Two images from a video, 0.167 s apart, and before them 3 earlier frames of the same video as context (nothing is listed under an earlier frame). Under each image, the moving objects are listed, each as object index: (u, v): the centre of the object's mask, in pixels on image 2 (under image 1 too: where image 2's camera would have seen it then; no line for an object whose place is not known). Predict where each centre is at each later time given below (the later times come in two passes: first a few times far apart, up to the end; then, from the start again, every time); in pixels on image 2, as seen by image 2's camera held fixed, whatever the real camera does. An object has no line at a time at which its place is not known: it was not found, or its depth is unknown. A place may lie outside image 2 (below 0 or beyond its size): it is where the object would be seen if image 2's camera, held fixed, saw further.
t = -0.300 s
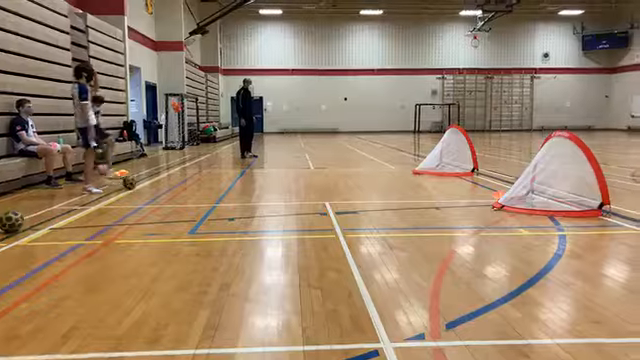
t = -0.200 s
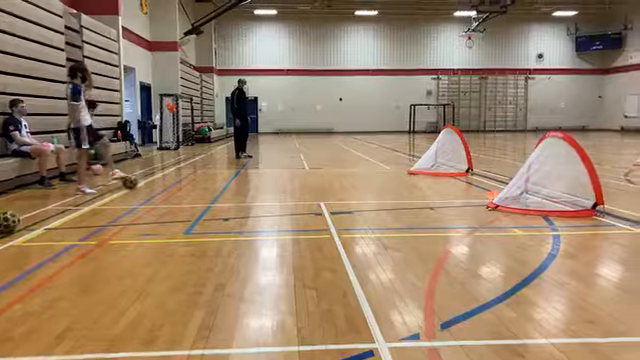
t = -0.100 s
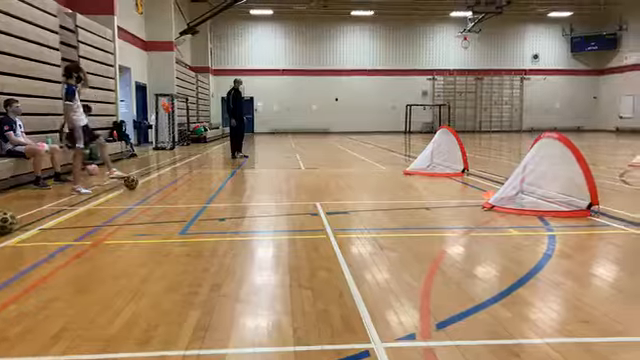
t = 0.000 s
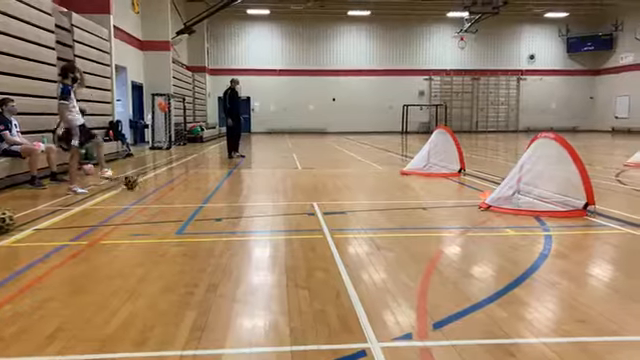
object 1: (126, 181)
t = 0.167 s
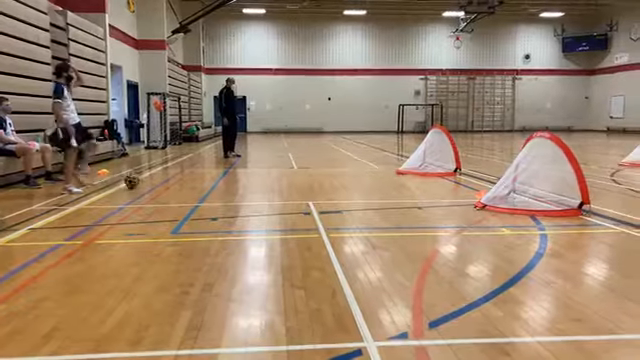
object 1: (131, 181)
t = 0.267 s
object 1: (135, 181)
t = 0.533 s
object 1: (144, 180)
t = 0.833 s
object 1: (153, 180)
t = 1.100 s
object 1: (161, 179)
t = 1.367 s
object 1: (168, 180)
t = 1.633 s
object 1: (176, 180)
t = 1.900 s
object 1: (183, 180)
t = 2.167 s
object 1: (189, 180)
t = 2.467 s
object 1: (196, 180)
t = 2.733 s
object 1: (201, 180)
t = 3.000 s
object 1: (206, 179)
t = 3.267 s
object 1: (210, 179)
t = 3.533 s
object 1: (214, 180)
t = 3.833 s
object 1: (218, 180)
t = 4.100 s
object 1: (222, 180)
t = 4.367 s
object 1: (227, 180)
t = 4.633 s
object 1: (231, 180)
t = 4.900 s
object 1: (233, 180)
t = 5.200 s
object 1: (235, 181)
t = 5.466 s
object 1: (238, 181)
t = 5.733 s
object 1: (240, 181)
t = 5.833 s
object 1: (241, 181)
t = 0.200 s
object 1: (132, 181)
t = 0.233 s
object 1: (133, 181)
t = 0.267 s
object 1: (135, 181)
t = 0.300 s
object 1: (136, 181)
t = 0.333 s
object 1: (137, 181)
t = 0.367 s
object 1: (138, 181)
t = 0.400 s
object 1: (139, 181)
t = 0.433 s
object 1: (140, 181)
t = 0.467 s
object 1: (141, 181)
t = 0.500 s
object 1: (142, 180)
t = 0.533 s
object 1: (144, 180)
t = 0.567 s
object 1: (145, 180)
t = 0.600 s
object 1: (146, 181)
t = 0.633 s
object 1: (147, 181)
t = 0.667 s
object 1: (148, 180)
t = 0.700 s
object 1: (149, 180)
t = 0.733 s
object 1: (151, 180)
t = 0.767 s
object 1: (151, 181)
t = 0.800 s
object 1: (152, 180)
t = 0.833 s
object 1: (153, 180)
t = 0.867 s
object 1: (154, 180)
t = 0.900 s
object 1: (155, 180)
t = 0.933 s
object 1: (155, 180)
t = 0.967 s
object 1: (156, 180)
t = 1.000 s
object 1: (158, 181)
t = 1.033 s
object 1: (159, 180)
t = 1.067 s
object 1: (160, 179)
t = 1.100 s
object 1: (161, 179)
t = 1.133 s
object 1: (162, 179)
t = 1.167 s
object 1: (163, 180)
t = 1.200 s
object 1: (164, 180)
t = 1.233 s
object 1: (164, 180)
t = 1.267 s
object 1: (165, 180)
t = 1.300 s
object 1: (166, 180)
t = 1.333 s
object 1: (167, 179)
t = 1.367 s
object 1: (168, 180)
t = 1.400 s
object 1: (169, 180)
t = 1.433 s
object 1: (169, 179)
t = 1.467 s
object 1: (171, 180)
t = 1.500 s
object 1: (171, 180)
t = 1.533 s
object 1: (173, 180)
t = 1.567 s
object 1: (173, 180)
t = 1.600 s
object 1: (175, 179)
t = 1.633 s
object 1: (176, 180)
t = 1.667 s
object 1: (176, 180)
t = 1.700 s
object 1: (177, 180)
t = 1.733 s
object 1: (178, 181)
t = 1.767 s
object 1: (178, 180)
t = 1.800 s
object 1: (180, 180)
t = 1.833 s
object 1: (181, 180)
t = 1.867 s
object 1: (181, 180)
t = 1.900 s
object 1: (183, 180)
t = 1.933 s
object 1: (183, 180)
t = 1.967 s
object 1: (185, 180)
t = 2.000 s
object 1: (185, 180)
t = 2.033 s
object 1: (186, 180)
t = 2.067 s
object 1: (187, 180)
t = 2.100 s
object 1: (187, 180)
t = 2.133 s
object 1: (189, 180)
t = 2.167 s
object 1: (189, 180)
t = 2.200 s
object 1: (190, 179)
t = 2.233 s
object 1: (190, 179)
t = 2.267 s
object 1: (191, 179)
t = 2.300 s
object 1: (192, 180)
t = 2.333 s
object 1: (192, 180)
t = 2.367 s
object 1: (194, 180)
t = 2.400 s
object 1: (194, 180)
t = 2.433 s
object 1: (196, 180)
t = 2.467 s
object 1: (196, 180)
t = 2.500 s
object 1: (196, 180)
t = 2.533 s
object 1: (197, 180)
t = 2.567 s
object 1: (198, 180)
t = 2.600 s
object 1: (198, 180)
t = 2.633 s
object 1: (199, 180)
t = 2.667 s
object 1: (199, 180)
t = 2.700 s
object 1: (200, 180)
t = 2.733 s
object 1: (201, 180)
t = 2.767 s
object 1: (201, 180)
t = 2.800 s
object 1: (203, 180)
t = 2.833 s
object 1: (203, 179)
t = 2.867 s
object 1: (204, 180)
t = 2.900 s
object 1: (204, 180)
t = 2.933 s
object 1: (205, 180)
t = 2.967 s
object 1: (205, 179)
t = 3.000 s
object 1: (206, 179)
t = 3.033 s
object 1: (206, 179)
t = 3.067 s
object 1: (207, 180)
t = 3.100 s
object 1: (207, 180)
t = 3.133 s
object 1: (207, 180)
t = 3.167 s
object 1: (209, 179)
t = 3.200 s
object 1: (209, 179)
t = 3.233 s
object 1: (210, 179)
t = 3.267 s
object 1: (210, 179)
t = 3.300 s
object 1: (210, 179)
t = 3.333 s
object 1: (211, 179)
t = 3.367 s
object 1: (211, 180)
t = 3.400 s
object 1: (211, 180)
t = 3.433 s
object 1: (212, 180)
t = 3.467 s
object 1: (213, 180)
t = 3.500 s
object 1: (213, 179)
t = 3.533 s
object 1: (214, 180)
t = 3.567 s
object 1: (214, 179)
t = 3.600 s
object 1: (215, 179)
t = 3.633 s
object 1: (215, 180)
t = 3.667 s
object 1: (215, 180)
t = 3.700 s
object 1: (216, 179)
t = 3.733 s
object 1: (217, 179)
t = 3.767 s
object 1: (217, 180)
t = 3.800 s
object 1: (218, 180)
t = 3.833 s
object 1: (218, 180)
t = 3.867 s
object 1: (218, 180)
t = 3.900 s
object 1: (219, 180)
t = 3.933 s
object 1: (219, 180)
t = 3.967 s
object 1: (220, 180)
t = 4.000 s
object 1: (221, 180)
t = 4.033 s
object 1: (221, 180)
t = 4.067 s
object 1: (222, 180)
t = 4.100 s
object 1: (222, 180)
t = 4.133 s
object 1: (223, 180)
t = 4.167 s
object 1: (223, 180)
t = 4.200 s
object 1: (224, 180)
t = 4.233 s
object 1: (224, 180)
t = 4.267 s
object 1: (225, 180)
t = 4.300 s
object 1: (225, 180)
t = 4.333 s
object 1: (226, 180)
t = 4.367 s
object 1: (227, 180)
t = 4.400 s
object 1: (227, 180)
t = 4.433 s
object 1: (227, 180)
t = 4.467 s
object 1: (228, 179)
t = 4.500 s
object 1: (229, 179)
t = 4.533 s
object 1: (229, 180)
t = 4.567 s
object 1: (230, 180)
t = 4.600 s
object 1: (230, 180)
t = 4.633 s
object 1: (231, 180)
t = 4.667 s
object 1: (231, 180)
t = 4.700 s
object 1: (232, 180)
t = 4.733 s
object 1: (232, 180)
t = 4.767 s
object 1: (232, 180)
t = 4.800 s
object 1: (232, 180)
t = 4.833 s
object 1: (233, 179)
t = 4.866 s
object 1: (233, 180)
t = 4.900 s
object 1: (233, 180)
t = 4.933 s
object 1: (233, 180)
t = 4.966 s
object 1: (233, 180)
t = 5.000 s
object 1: (234, 180)
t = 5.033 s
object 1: (234, 180)
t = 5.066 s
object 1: (234, 180)
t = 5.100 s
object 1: (234, 180)
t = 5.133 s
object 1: (235, 180)
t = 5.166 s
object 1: (235, 181)
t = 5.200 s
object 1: (235, 181)
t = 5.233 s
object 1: (236, 181)
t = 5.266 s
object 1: (236, 181)
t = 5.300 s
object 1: (236, 181)
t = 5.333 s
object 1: (237, 181)
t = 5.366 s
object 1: (237, 181)
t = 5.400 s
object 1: (238, 181)
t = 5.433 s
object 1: (238, 181)
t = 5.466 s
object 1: (238, 181)
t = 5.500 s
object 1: (239, 181)
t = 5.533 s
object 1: (239, 181)
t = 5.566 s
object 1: (239, 181)
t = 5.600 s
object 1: (240, 181)
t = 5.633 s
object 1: (240, 181)
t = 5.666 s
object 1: (240, 181)
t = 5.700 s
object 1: (240, 181)
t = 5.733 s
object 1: (240, 181)
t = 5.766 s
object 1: (241, 181)
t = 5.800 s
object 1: (241, 181)
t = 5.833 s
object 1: (241, 181)
